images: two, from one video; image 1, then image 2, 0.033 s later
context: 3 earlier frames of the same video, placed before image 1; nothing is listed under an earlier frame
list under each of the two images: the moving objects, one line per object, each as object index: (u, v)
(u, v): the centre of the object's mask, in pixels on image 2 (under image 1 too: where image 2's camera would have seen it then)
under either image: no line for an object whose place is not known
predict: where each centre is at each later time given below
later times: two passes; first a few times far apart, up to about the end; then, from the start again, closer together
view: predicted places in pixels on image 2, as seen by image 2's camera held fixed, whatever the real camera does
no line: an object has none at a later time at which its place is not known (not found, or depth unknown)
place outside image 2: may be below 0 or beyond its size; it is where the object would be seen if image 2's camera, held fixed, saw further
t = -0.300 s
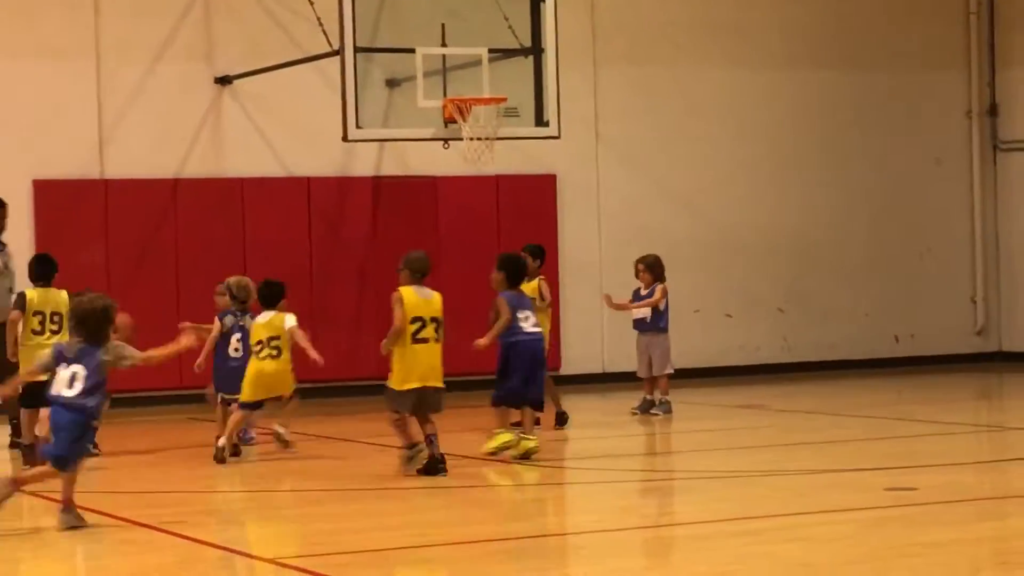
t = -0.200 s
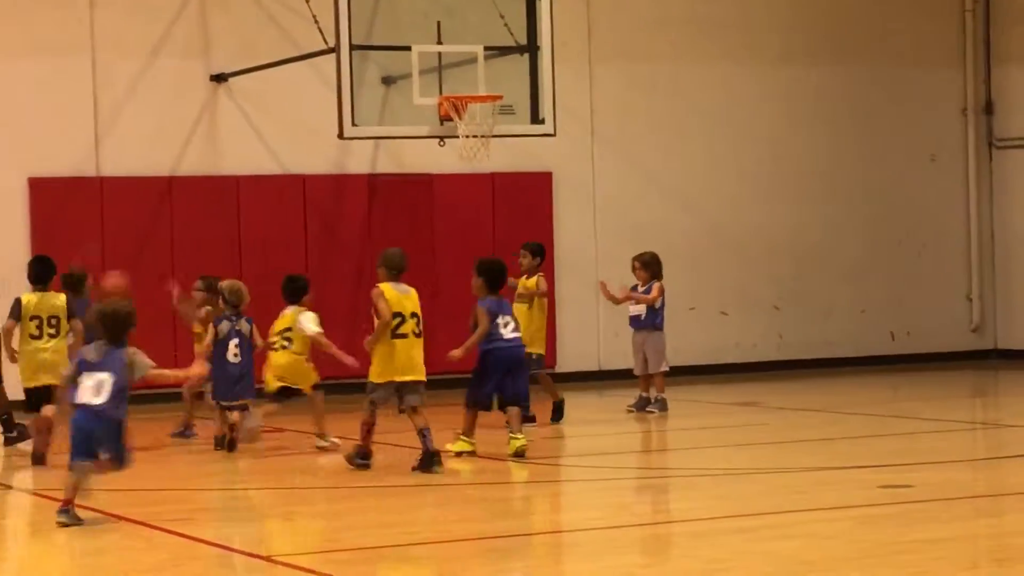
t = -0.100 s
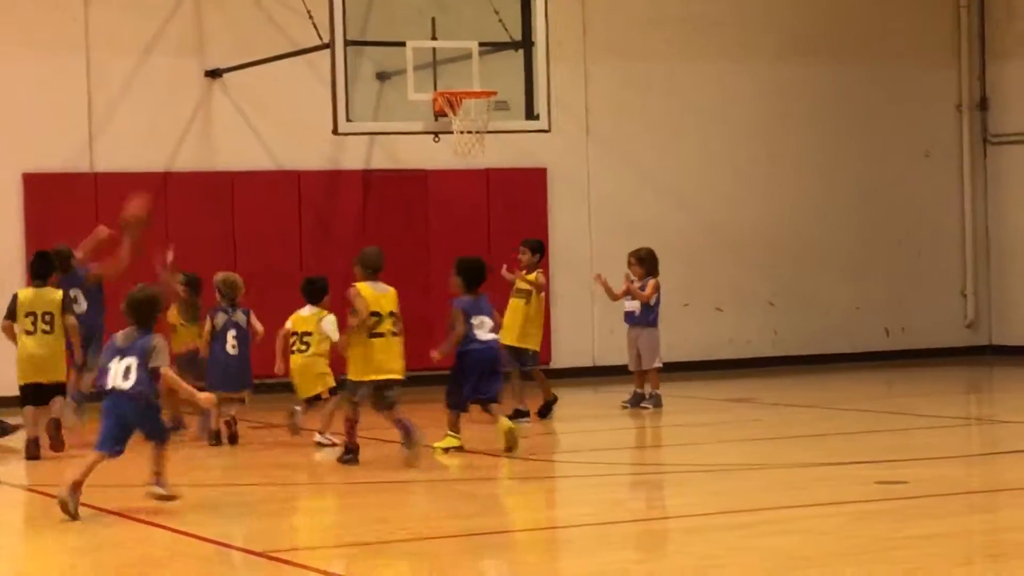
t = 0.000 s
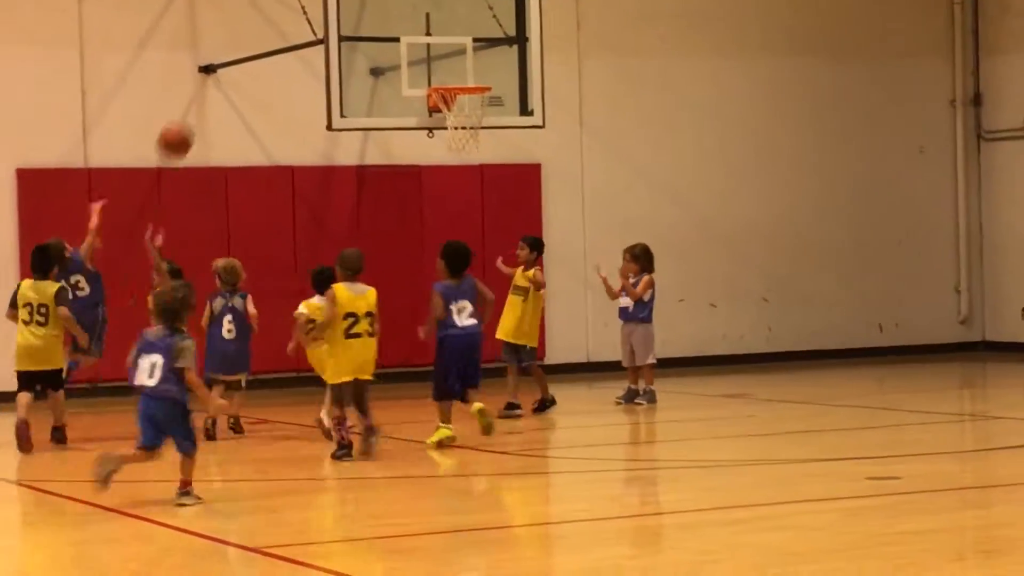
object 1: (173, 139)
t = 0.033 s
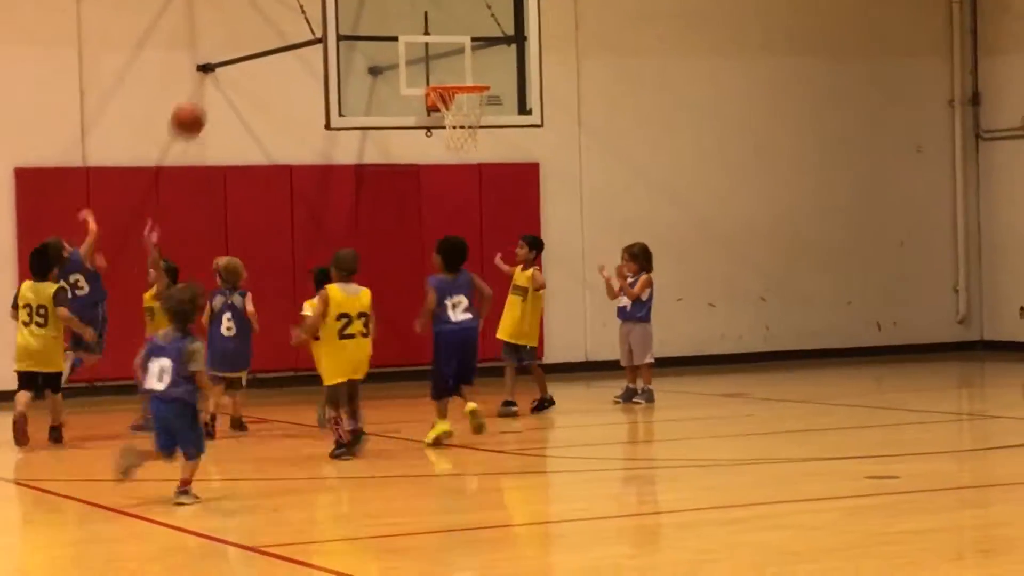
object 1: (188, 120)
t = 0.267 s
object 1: (283, 32)
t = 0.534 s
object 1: (384, 31)
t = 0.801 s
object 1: (459, 50)
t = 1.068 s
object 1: (506, 58)
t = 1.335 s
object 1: (555, 153)
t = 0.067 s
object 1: (202, 103)
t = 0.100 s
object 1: (216, 85)
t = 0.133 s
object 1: (229, 72)
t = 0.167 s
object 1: (244, 59)
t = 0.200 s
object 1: (257, 48)
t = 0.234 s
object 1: (270, 39)
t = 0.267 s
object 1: (283, 32)
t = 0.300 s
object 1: (296, 27)
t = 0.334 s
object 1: (308, 23)
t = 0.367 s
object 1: (321, 21)
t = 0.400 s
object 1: (335, 20)
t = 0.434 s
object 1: (347, 20)
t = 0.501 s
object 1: (371, 26)
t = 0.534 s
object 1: (384, 31)
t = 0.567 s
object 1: (396, 39)
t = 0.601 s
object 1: (408, 47)
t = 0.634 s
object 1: (419, 55)
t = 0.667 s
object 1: (431, 66)
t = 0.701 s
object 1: (440, 70)
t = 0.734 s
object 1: (446, 63)
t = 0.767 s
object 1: (453, 55)
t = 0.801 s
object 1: (459, 50)
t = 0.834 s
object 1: (465, 47)
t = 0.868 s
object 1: (470, 44)
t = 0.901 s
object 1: (477, 43)
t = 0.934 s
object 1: (483, 44)
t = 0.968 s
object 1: (489, 46)
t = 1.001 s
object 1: (495, 50)
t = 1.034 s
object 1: (500, 53)
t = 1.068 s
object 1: (506, 58)
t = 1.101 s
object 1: (512, 65)
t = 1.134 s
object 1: (519, 74)
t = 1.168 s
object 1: (524, 84)
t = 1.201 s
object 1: (532, 96)
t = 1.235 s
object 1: (538, 109)
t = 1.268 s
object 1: (544, 122)
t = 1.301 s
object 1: (549, 138)
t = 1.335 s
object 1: (555, 153)
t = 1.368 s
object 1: (561, 173)
